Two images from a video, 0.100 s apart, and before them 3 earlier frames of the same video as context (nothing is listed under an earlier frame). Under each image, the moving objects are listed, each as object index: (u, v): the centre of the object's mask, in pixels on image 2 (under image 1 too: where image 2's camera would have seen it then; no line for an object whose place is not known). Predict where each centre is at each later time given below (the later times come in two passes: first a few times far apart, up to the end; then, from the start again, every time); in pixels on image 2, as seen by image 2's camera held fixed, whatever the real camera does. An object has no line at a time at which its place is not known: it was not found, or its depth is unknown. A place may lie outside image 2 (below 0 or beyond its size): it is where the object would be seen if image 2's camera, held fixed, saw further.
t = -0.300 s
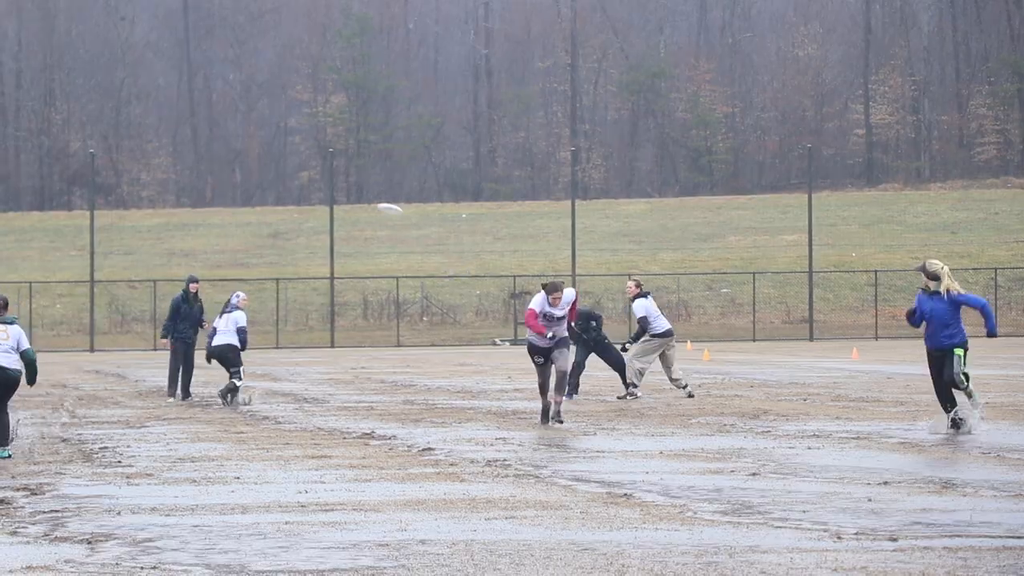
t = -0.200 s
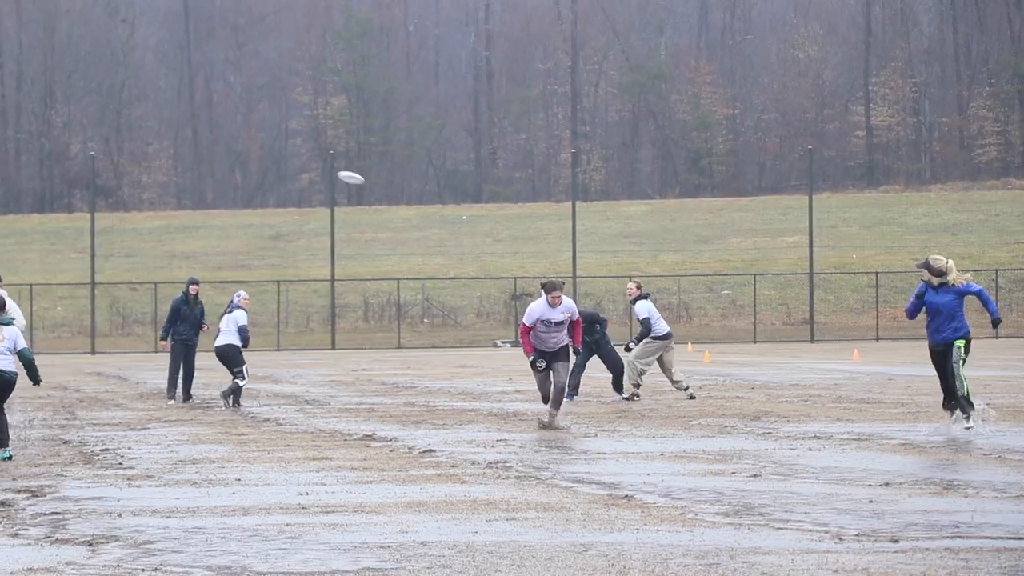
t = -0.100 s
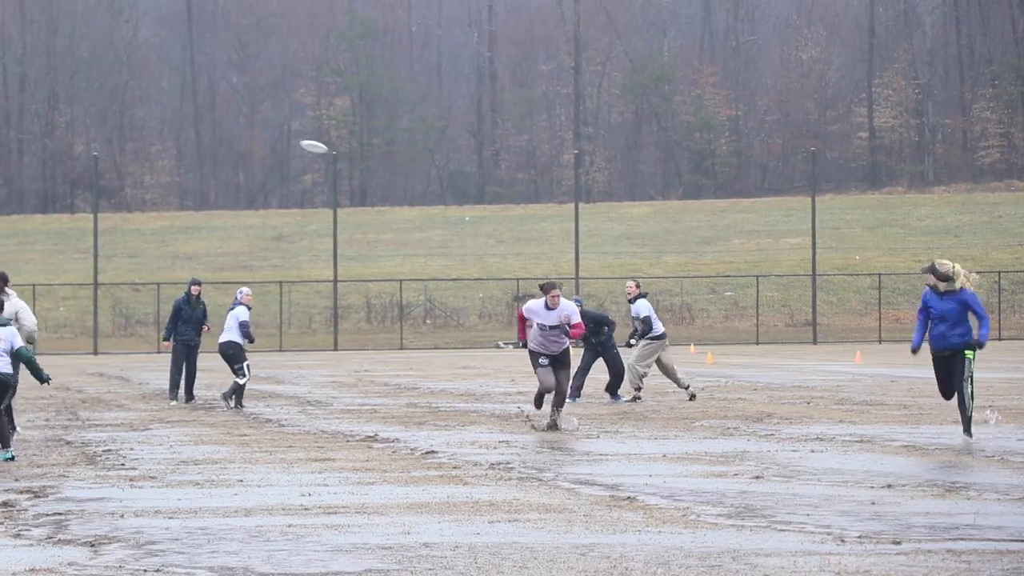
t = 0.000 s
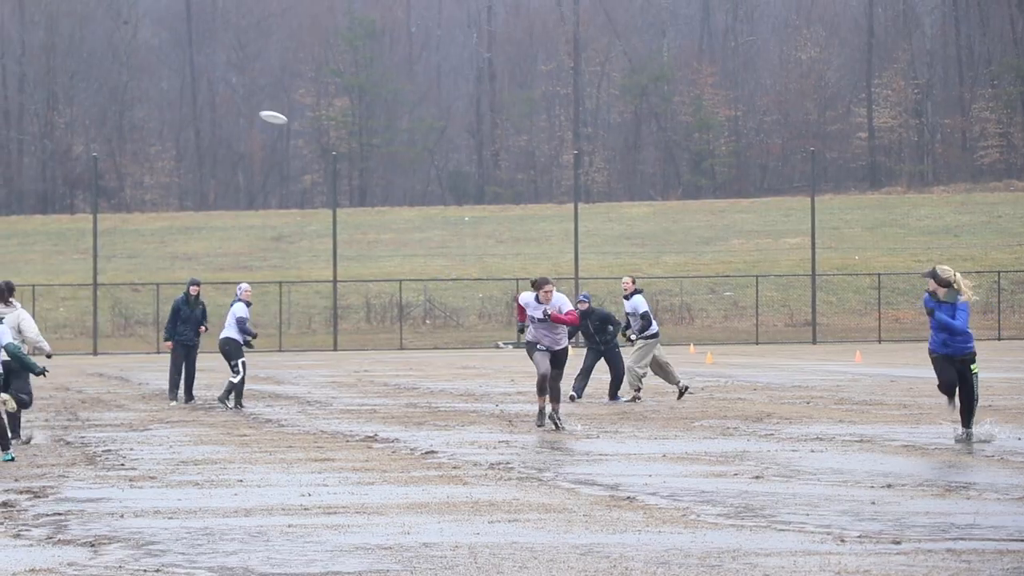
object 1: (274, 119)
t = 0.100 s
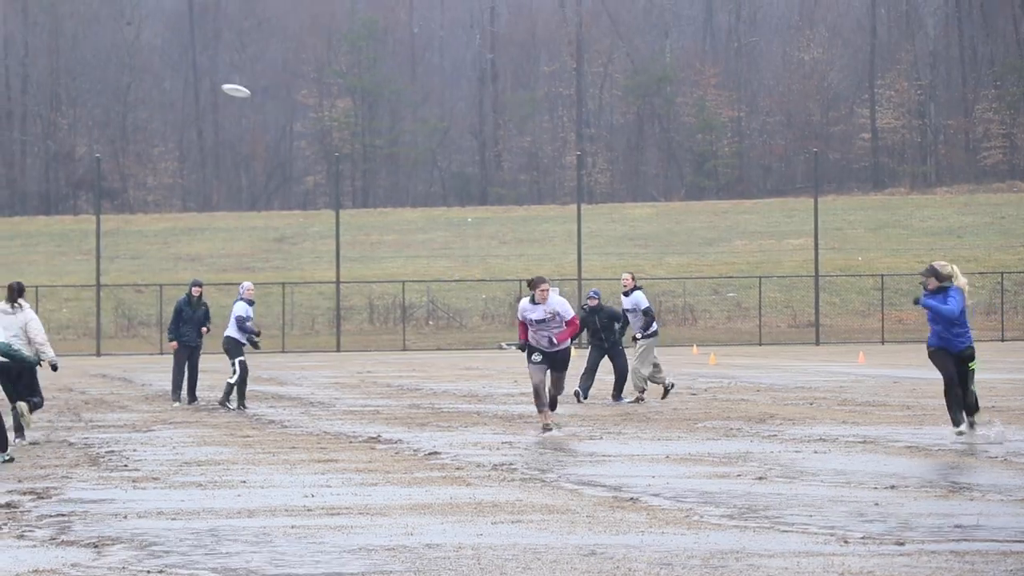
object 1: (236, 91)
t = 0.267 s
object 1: (167, 47)
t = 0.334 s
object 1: (140, 29)
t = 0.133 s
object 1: (222, 81)
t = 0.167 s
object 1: (209, 73)
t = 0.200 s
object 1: (195, 64)
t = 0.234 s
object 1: (181, 56)
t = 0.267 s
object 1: (167, 47)
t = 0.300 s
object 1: (153, 39)
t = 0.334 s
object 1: (140, 29)
